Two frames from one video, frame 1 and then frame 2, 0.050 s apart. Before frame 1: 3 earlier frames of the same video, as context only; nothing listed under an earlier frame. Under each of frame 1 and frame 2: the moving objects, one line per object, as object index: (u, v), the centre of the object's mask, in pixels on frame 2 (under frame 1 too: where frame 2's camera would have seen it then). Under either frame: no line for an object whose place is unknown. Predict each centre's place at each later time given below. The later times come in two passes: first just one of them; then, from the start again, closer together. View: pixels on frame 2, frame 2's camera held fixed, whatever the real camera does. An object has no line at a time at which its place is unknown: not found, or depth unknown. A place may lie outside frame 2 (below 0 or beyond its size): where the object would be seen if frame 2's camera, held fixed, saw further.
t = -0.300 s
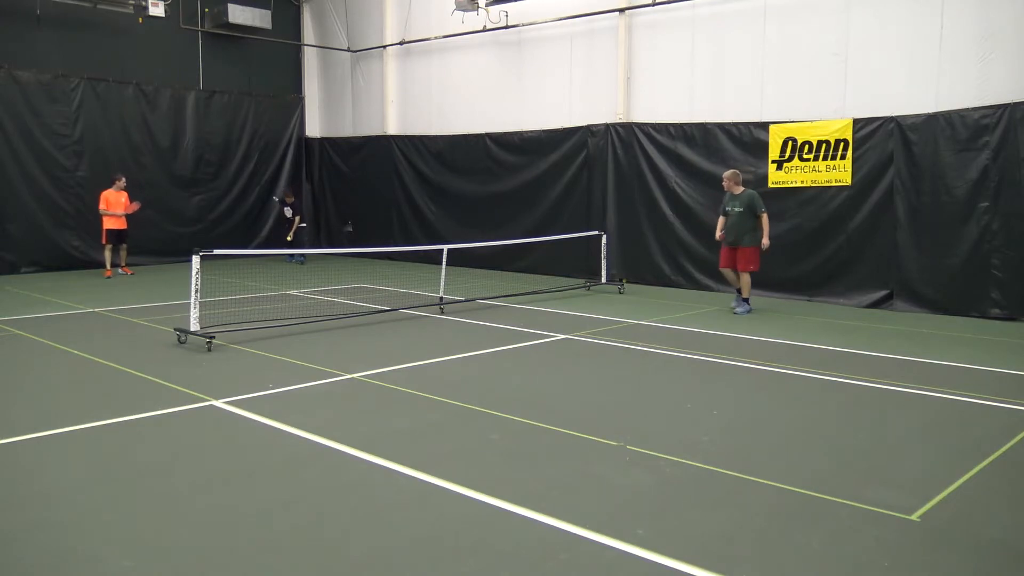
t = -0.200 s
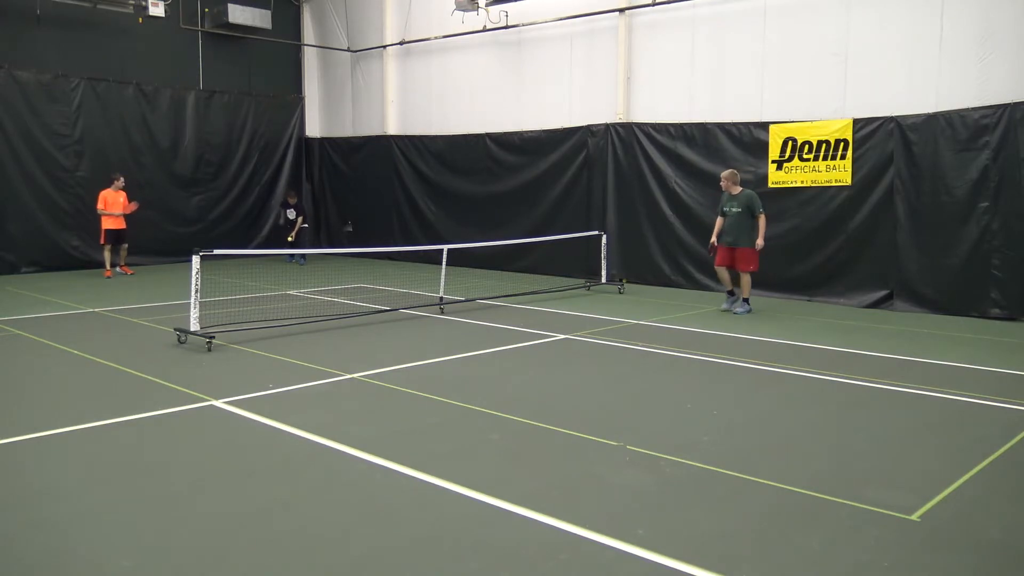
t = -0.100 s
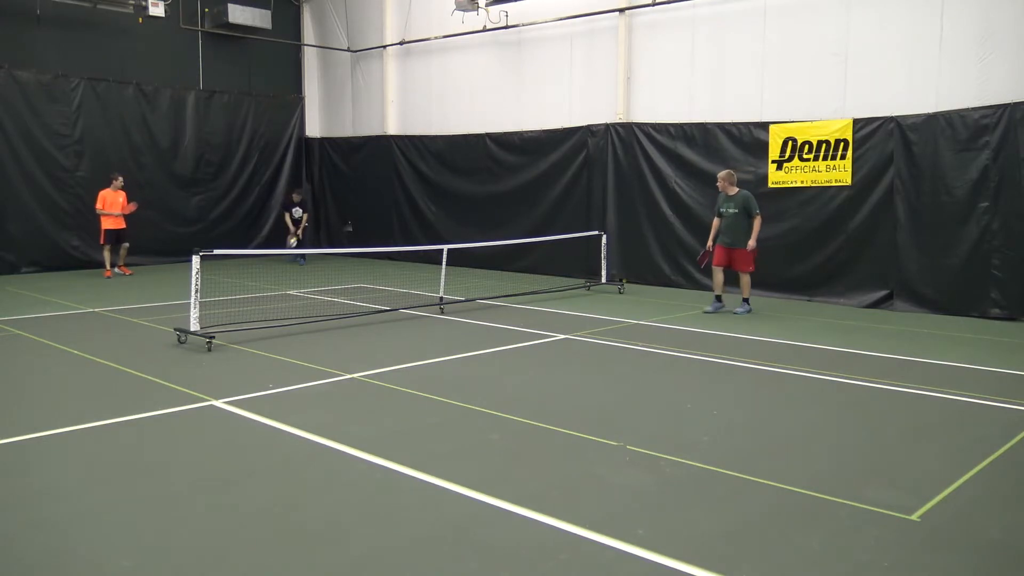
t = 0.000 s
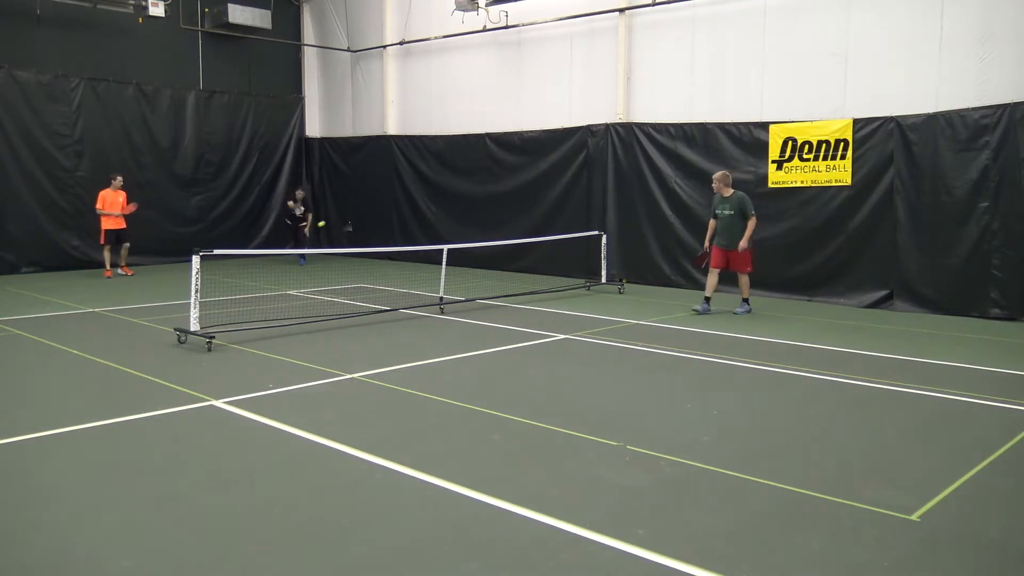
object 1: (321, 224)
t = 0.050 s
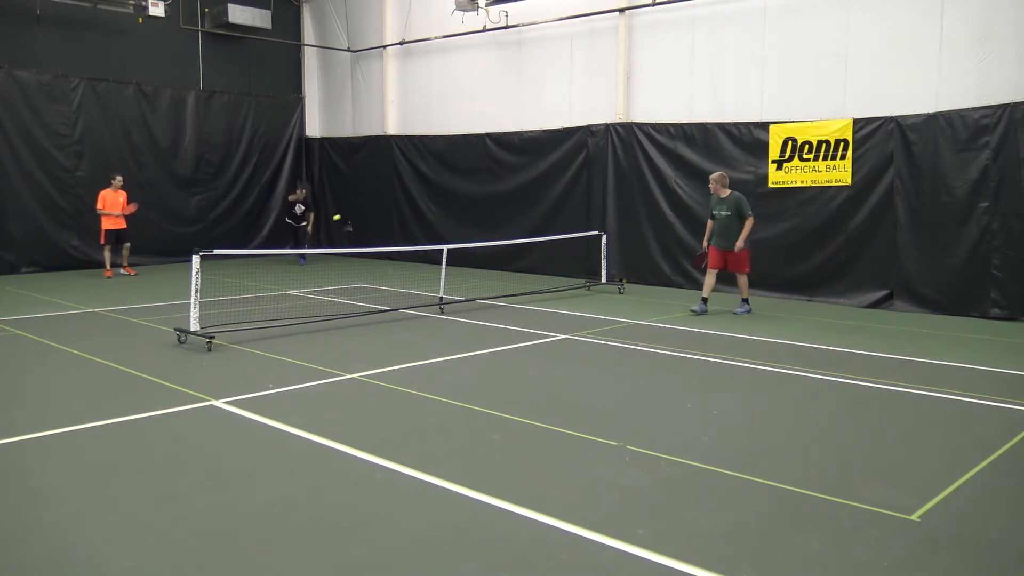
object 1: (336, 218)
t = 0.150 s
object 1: (369, 208)
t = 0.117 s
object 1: (358, 211)
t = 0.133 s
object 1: (363, 209)
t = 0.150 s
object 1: (369, 208)
